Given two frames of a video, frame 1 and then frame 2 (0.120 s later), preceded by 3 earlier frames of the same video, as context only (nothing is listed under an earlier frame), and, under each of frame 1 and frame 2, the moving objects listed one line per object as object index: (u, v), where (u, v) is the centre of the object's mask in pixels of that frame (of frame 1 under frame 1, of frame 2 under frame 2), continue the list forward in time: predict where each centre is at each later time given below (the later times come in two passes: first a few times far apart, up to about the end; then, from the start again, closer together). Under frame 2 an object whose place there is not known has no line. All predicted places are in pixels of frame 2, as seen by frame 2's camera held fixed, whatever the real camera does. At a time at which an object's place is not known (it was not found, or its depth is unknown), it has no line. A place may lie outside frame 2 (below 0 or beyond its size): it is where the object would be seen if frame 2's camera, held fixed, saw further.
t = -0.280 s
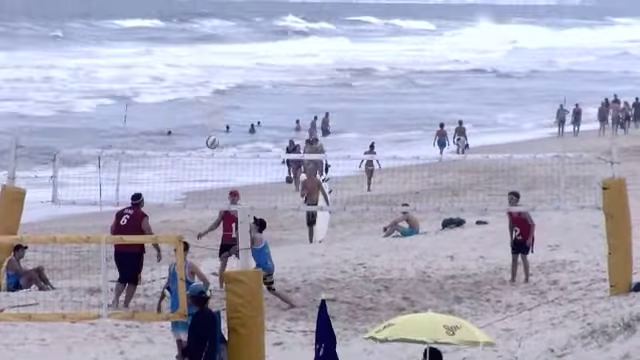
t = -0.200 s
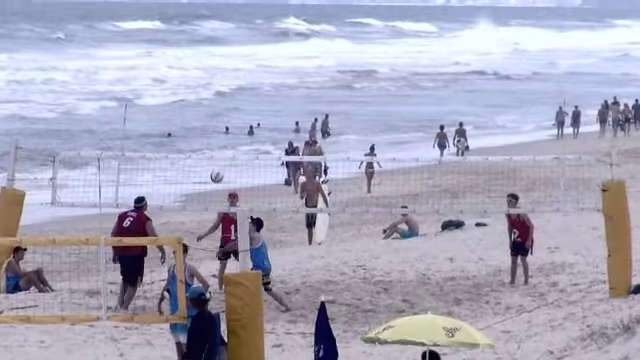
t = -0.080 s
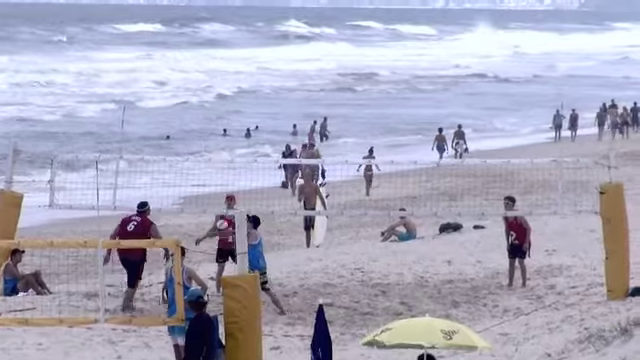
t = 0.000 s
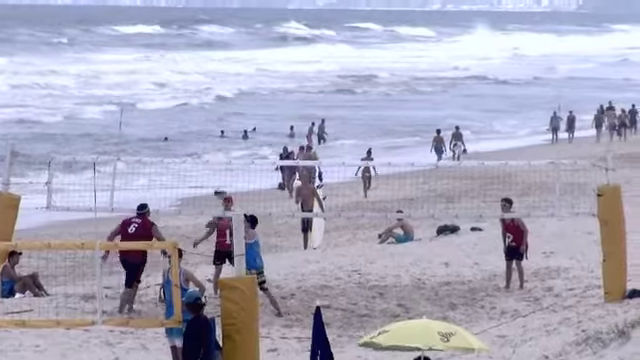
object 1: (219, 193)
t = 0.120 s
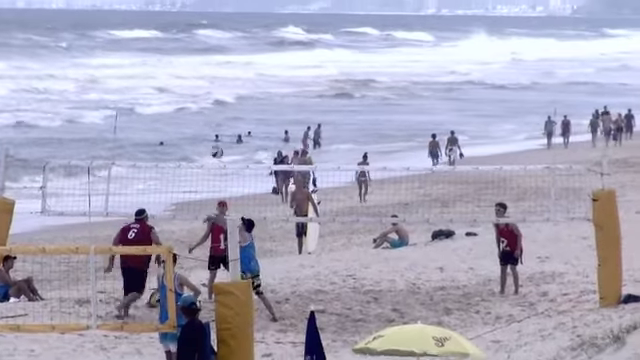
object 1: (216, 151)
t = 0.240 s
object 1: (218, 116)
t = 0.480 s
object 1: (219, 70)
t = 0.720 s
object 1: (222, 56)
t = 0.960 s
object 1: (225, 74)
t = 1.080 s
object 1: (228, 95)
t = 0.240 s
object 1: (218, 116)
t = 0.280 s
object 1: (218, 105)
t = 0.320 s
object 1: (219, 97)
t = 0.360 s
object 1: (219, 89)
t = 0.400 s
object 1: (219, 81)
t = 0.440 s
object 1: (219, 75)
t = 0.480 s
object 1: (219, 70)
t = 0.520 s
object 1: (219, 65)
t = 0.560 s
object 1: (220, 61)
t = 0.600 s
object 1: (220, 58)
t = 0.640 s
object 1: (221, 57)
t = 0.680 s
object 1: (221, 57)
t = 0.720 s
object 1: (222, 56)
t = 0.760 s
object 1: (222, 57)
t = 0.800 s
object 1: (223, 58)
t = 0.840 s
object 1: (223, 61)
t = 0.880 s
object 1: (224, 65)
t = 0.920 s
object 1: (225, 69)
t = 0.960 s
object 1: (225, 74)
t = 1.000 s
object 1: (226, 81)
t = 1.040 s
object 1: (227, 88)
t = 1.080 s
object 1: (228, 95)
